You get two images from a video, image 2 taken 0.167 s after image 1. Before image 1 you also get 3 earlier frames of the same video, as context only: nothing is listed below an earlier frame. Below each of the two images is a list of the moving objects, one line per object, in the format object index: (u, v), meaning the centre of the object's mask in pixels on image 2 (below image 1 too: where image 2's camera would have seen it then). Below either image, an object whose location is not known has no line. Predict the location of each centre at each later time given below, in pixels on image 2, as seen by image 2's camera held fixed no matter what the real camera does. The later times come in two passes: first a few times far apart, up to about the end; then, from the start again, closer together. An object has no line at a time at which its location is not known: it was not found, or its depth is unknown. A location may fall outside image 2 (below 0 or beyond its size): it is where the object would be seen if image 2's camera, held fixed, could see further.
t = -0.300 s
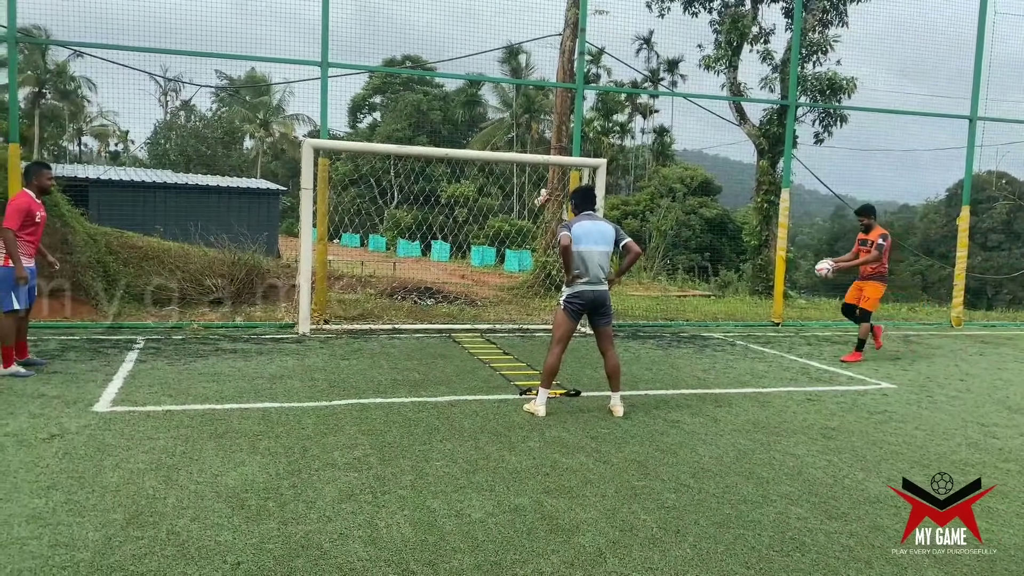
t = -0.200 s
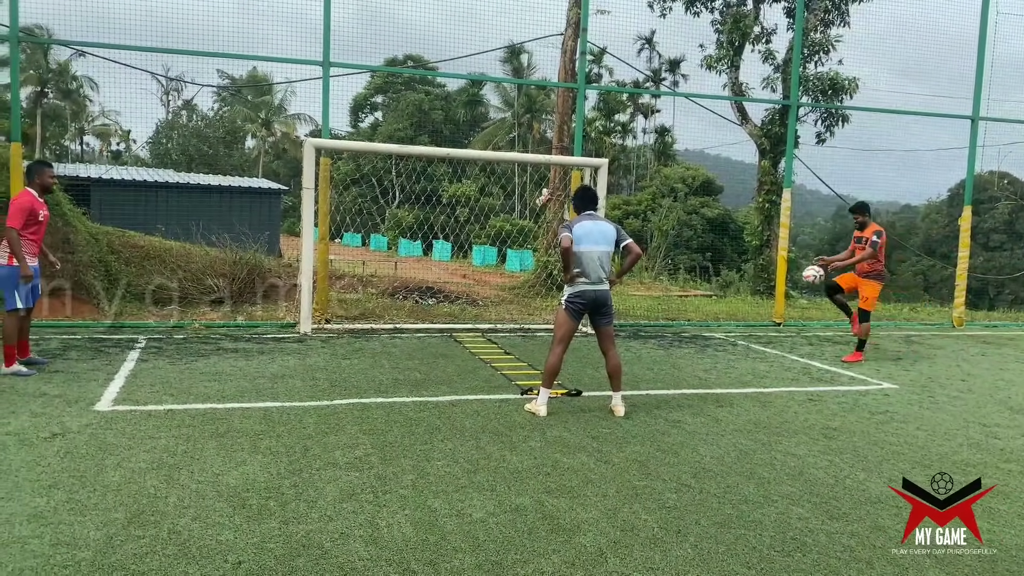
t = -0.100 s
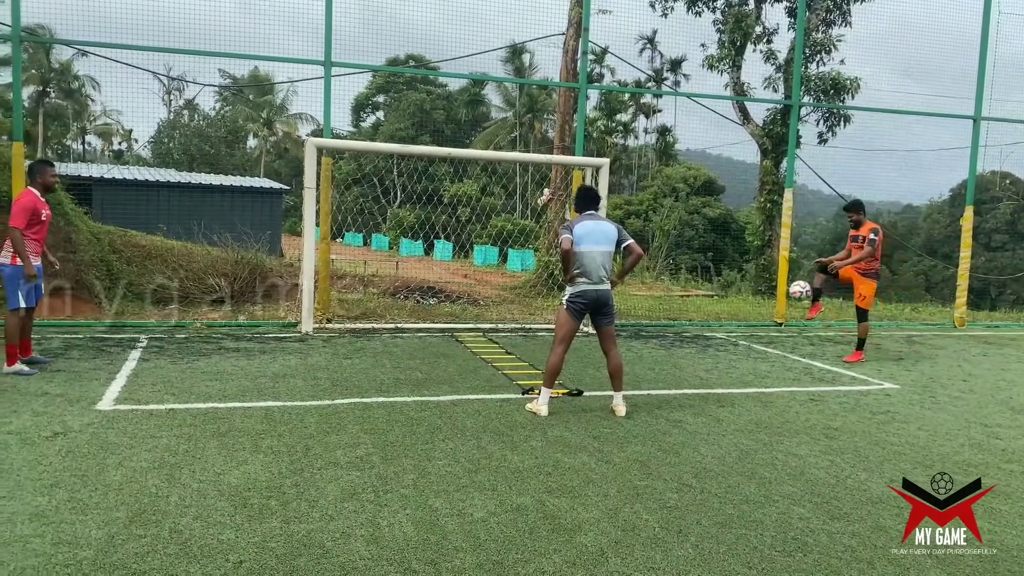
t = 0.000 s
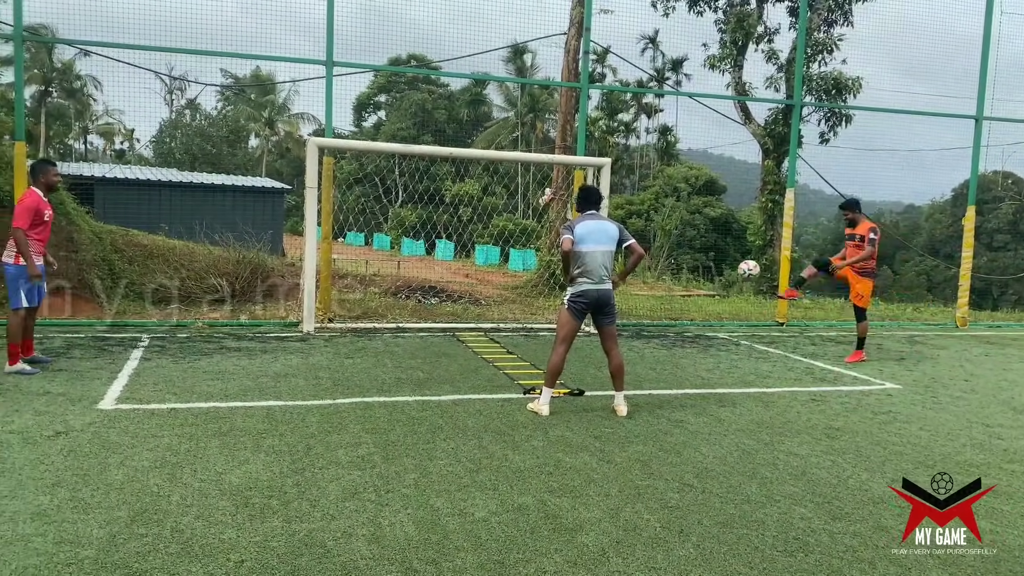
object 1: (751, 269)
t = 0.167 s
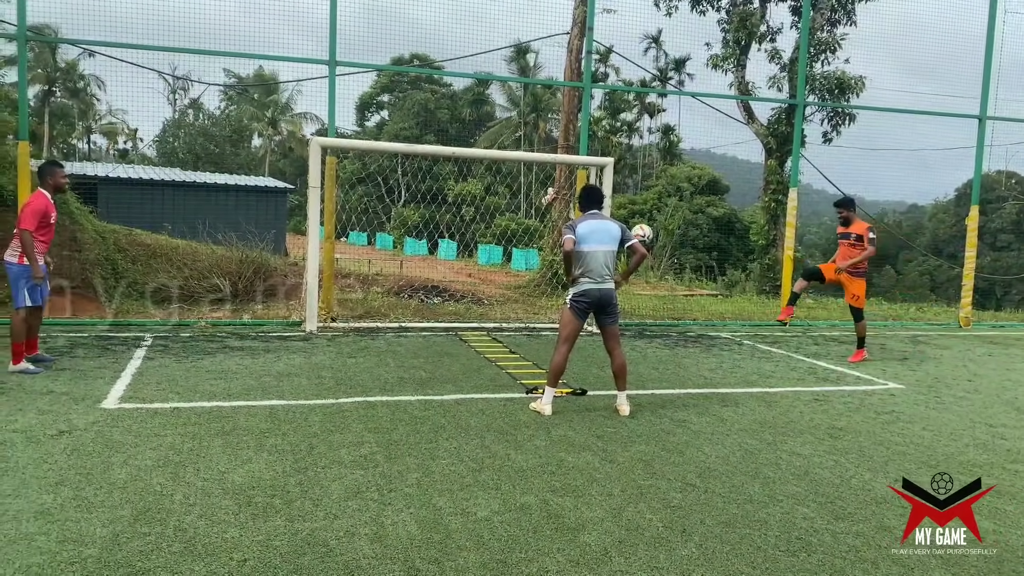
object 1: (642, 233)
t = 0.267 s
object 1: (569, 219)
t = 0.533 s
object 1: (387, 250)
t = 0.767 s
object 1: (213, 331)
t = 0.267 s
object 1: (569, 219)
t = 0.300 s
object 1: (551, 223)
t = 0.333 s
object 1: (528, 224)
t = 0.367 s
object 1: (504, 225)
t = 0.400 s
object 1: (481, 229)
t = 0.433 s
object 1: (458, 231)
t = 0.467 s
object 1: (435, 237)
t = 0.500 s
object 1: (410, 243)
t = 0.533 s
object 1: (387, 250)
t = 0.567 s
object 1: (362, 257)
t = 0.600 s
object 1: (337, 266)
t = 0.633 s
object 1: (313, 278)
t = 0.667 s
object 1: (288, 289)
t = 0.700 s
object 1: (263, 302)
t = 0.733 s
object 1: (239, 316)
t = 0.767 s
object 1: (213, 331)
